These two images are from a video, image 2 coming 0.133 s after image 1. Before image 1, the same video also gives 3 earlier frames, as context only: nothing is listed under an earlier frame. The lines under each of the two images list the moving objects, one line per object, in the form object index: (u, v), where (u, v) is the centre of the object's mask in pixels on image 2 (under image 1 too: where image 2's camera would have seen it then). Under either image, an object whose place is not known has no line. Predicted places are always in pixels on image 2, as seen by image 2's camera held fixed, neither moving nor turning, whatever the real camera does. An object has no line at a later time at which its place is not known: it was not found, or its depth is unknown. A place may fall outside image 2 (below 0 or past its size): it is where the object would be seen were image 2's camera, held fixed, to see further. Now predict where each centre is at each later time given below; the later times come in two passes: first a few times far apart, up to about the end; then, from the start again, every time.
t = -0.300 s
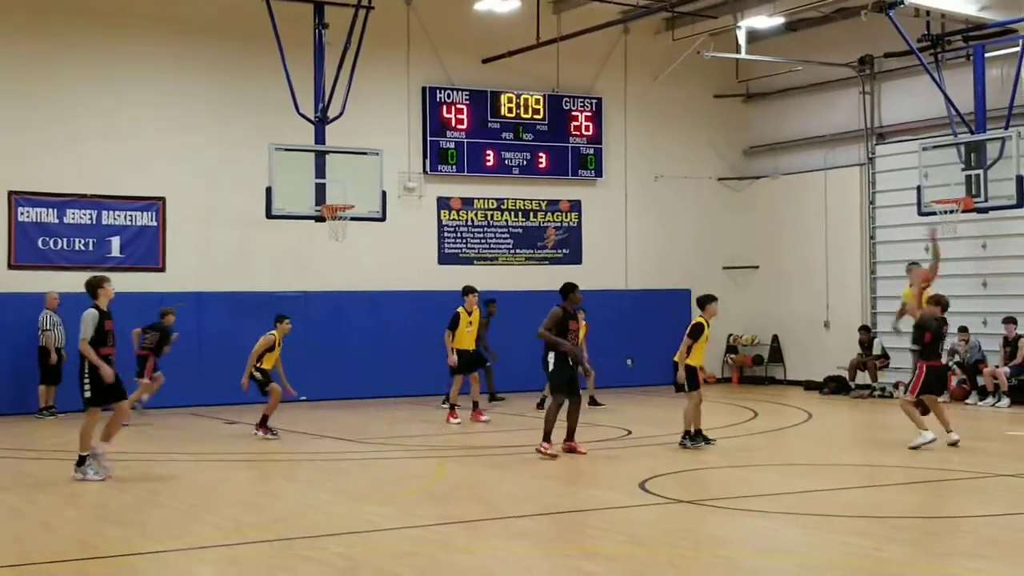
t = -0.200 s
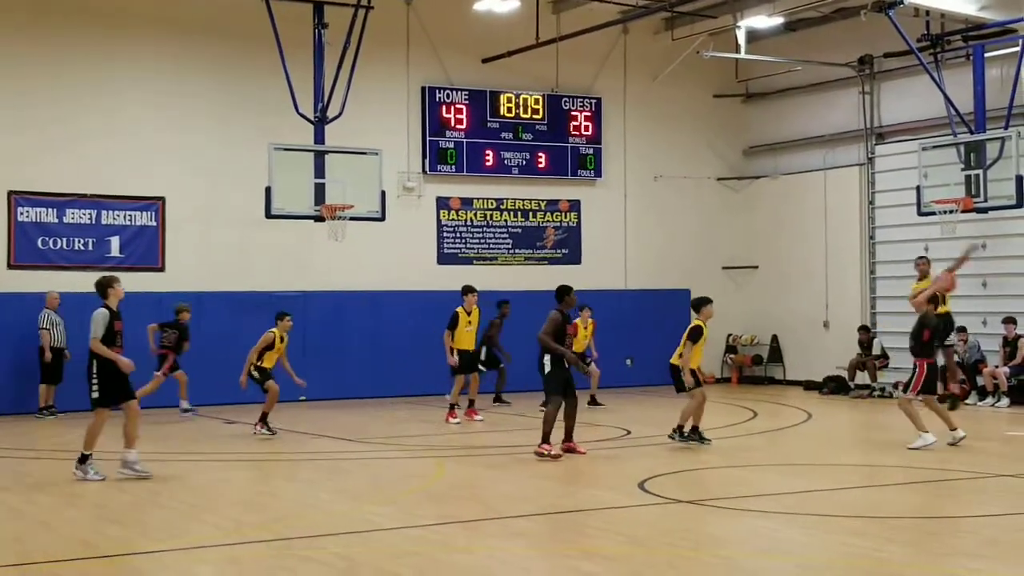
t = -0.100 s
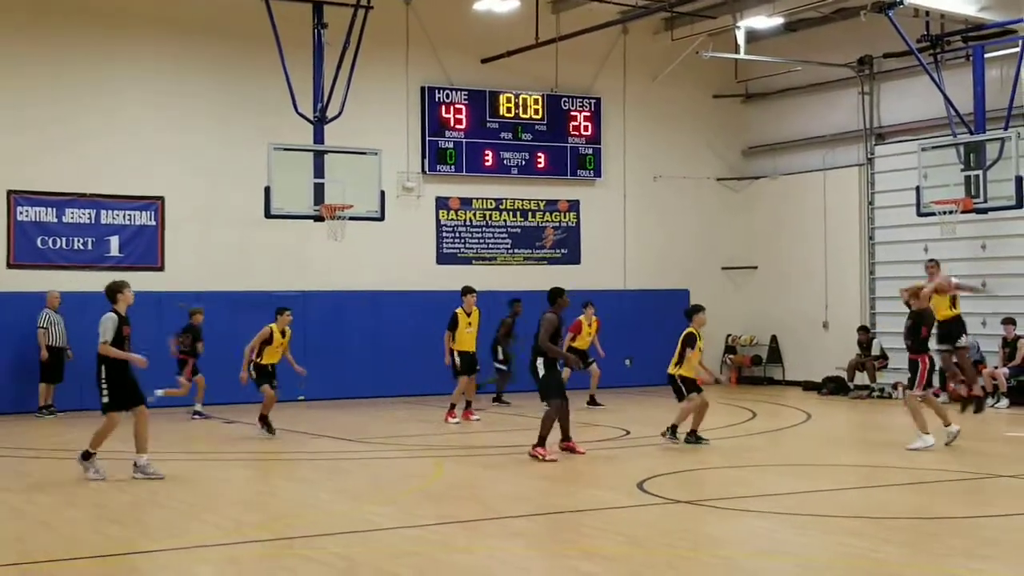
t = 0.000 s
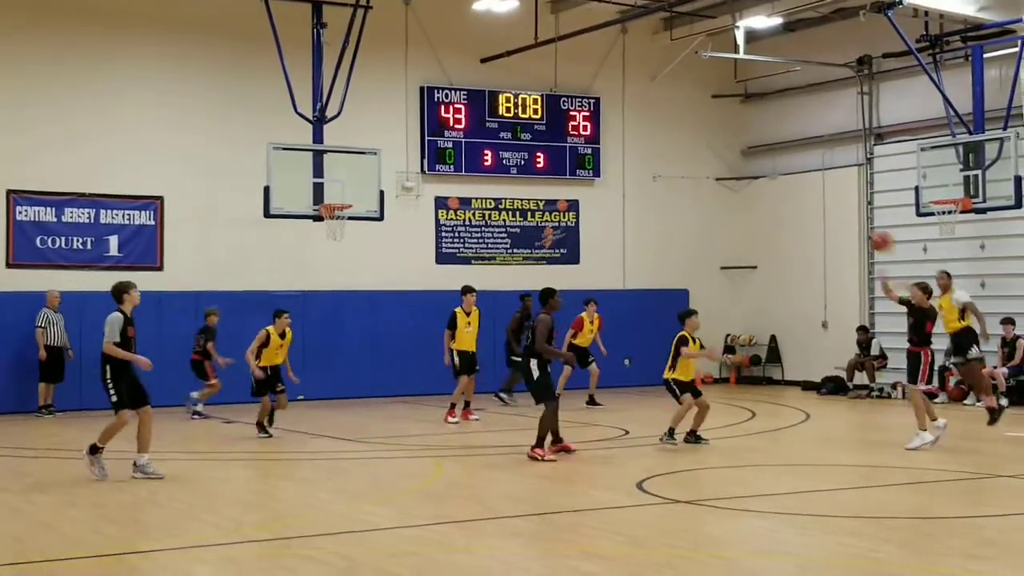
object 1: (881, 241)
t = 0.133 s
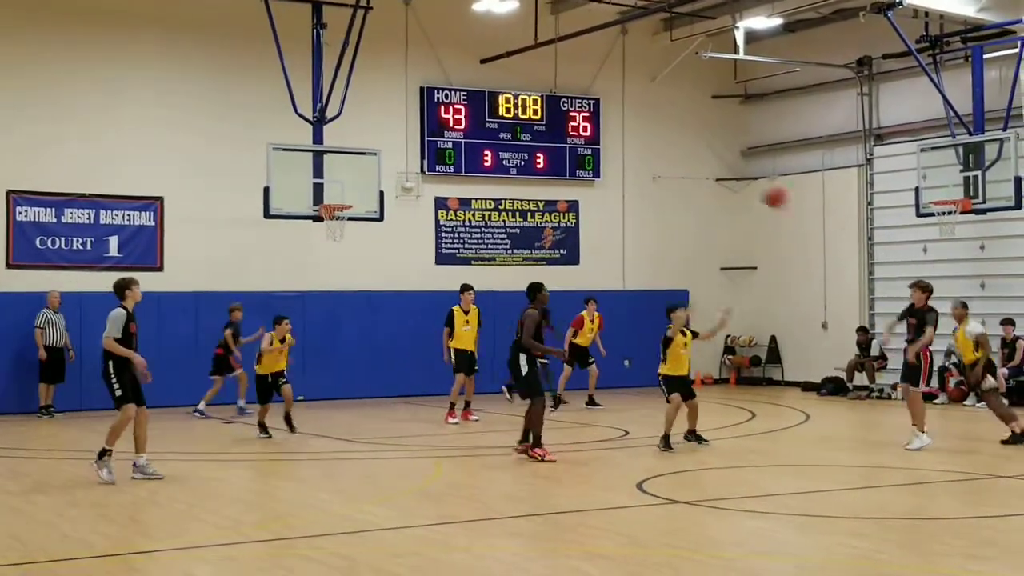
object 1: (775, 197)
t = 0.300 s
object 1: (634, 163)
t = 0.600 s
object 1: (356, 168)
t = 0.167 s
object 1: (746, 188)
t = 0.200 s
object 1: (719, 180)
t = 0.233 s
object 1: (692, 175)
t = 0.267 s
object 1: (663, 168)
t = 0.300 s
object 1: (634, 163)
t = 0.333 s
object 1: (604, 158)
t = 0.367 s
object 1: (575, 156)
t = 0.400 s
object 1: (547, 153)
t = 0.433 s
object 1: (515, 151)
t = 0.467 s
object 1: (484, 154)
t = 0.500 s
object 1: (450, 154)
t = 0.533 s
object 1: (422, 158)
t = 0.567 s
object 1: (388, 162)
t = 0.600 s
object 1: (356, 168)
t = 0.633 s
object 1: (321, 174)
